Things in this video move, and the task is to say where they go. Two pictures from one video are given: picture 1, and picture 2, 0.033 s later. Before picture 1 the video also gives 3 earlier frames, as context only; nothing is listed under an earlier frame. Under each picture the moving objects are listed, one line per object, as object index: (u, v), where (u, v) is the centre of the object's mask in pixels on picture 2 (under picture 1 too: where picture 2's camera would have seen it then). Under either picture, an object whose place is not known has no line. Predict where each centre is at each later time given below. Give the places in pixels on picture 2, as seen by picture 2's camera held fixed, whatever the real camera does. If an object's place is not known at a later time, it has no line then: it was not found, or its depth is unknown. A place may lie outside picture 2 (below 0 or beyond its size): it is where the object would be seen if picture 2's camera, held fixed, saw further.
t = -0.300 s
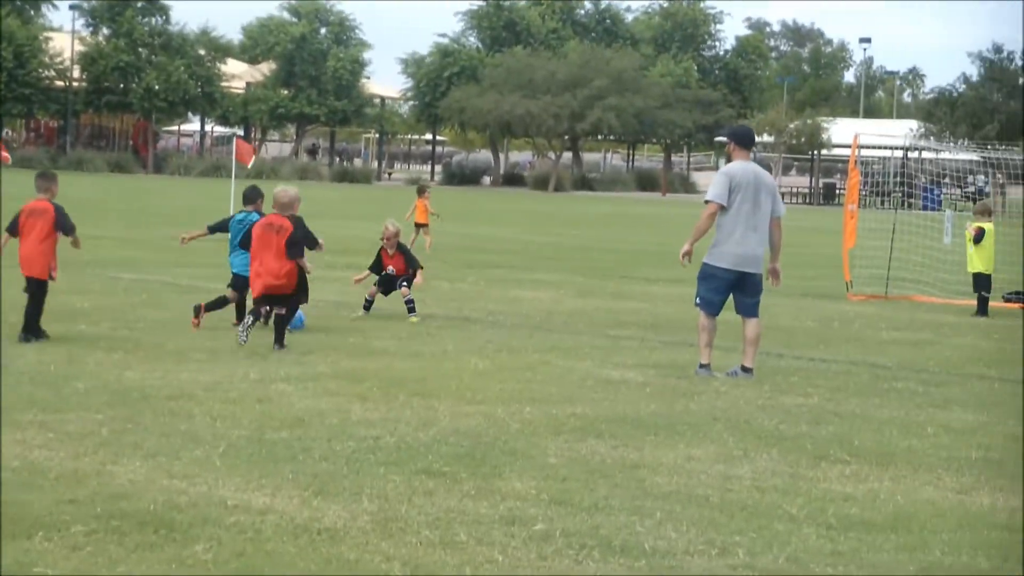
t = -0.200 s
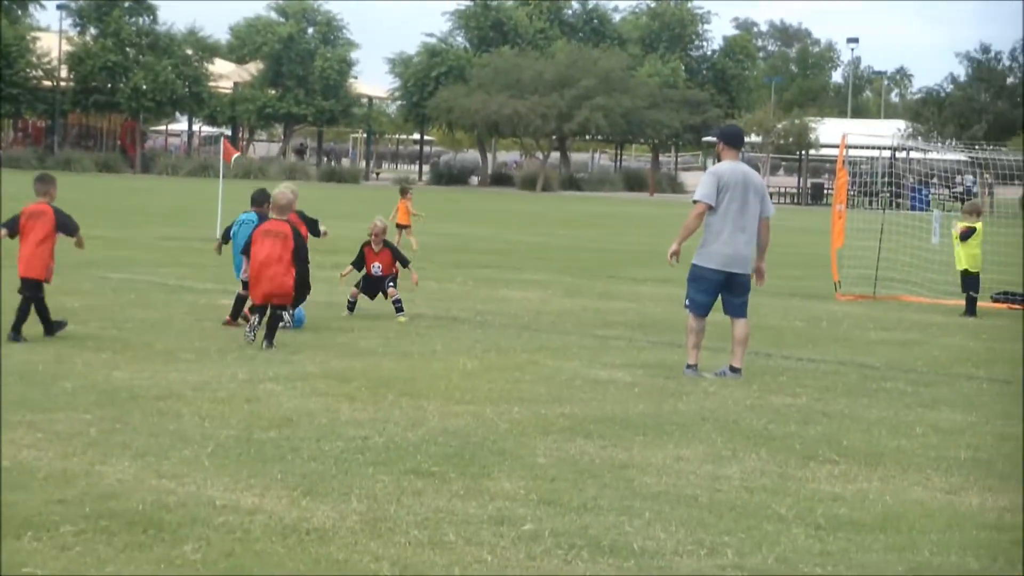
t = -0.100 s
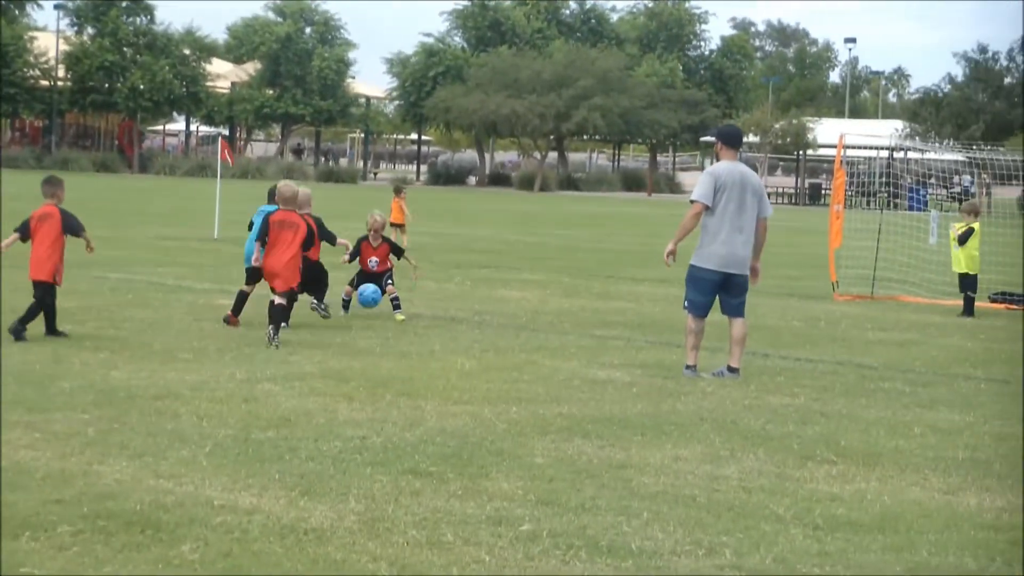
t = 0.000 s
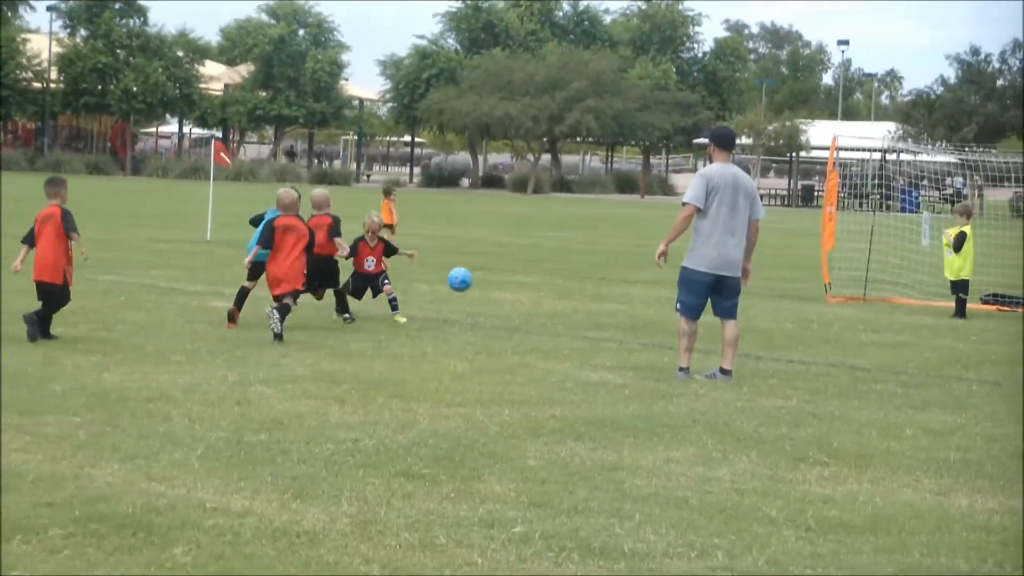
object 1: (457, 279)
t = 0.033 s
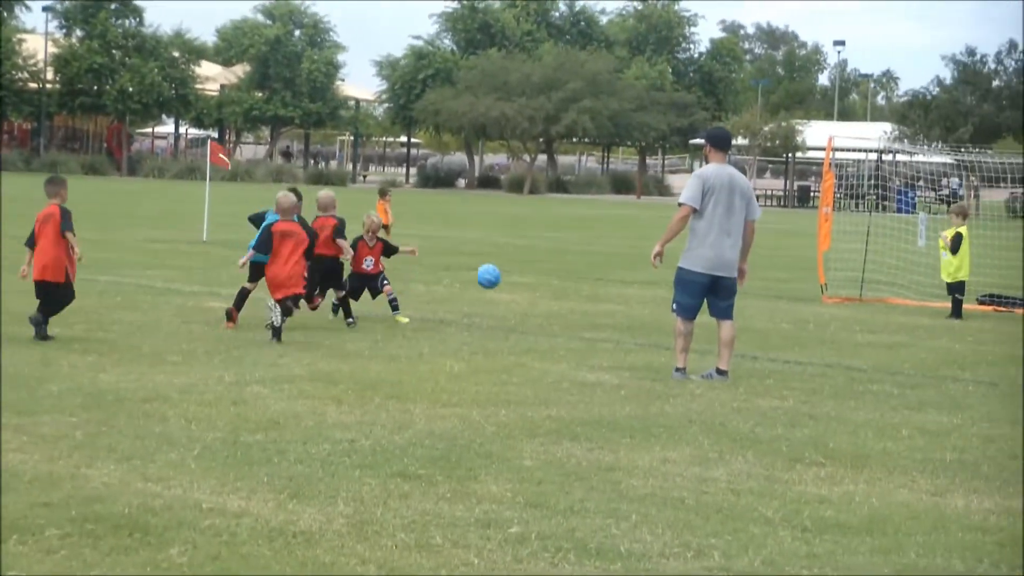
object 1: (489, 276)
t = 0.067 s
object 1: (521, 273)
